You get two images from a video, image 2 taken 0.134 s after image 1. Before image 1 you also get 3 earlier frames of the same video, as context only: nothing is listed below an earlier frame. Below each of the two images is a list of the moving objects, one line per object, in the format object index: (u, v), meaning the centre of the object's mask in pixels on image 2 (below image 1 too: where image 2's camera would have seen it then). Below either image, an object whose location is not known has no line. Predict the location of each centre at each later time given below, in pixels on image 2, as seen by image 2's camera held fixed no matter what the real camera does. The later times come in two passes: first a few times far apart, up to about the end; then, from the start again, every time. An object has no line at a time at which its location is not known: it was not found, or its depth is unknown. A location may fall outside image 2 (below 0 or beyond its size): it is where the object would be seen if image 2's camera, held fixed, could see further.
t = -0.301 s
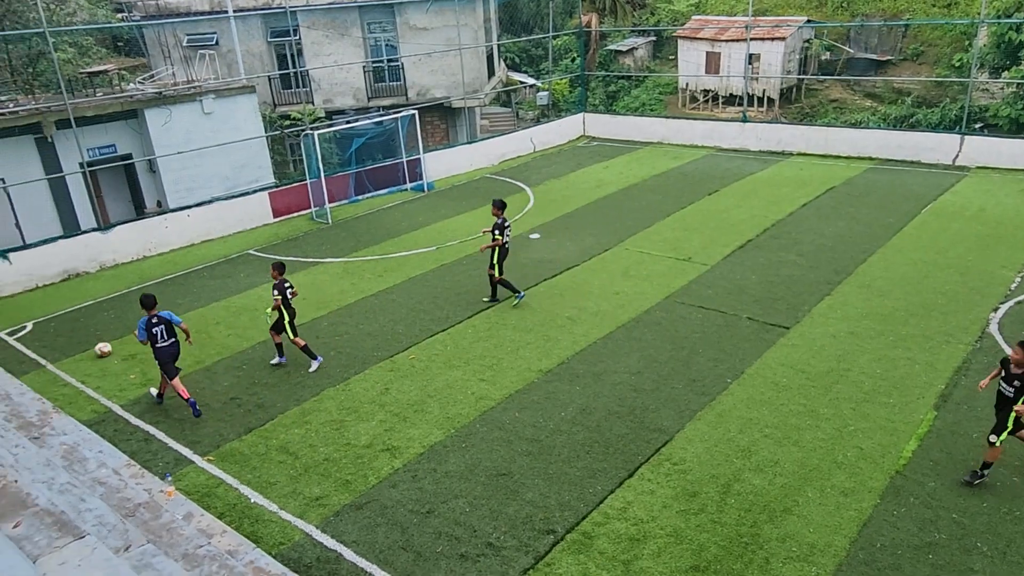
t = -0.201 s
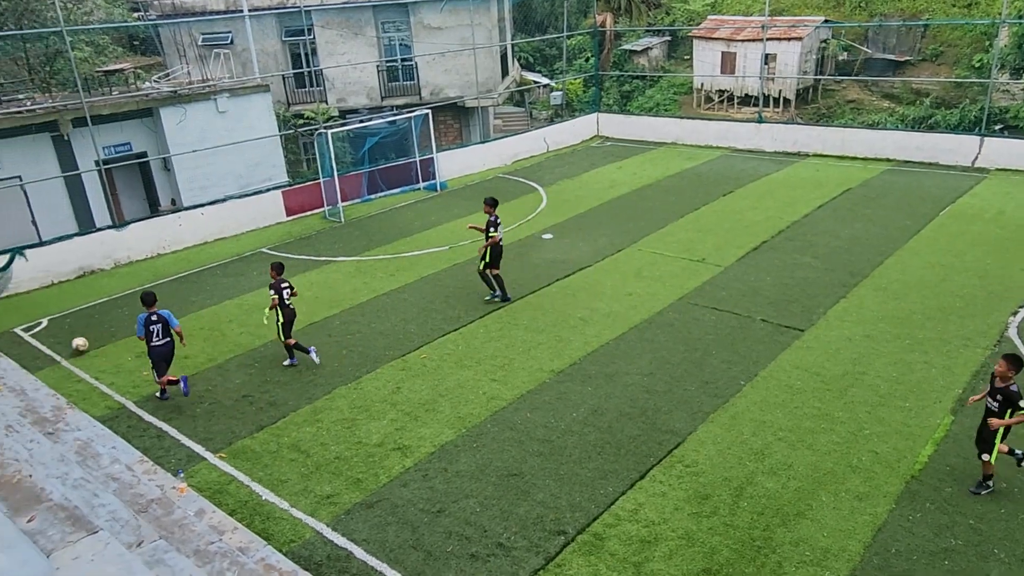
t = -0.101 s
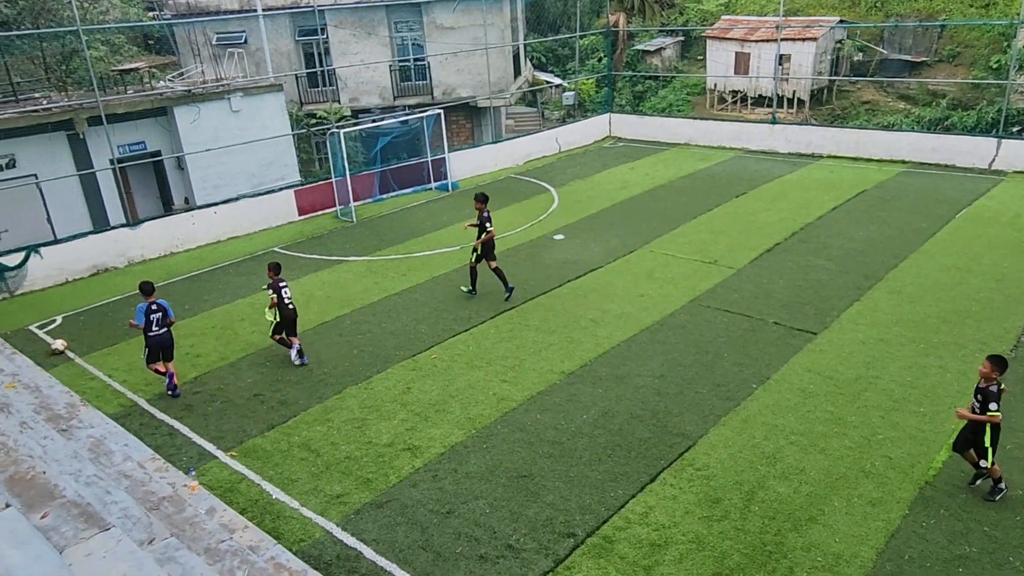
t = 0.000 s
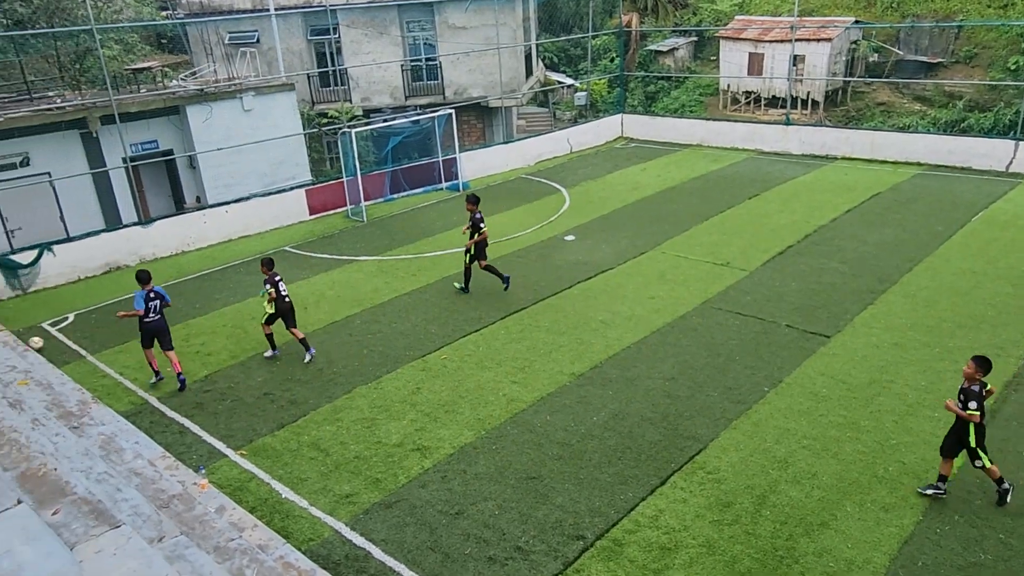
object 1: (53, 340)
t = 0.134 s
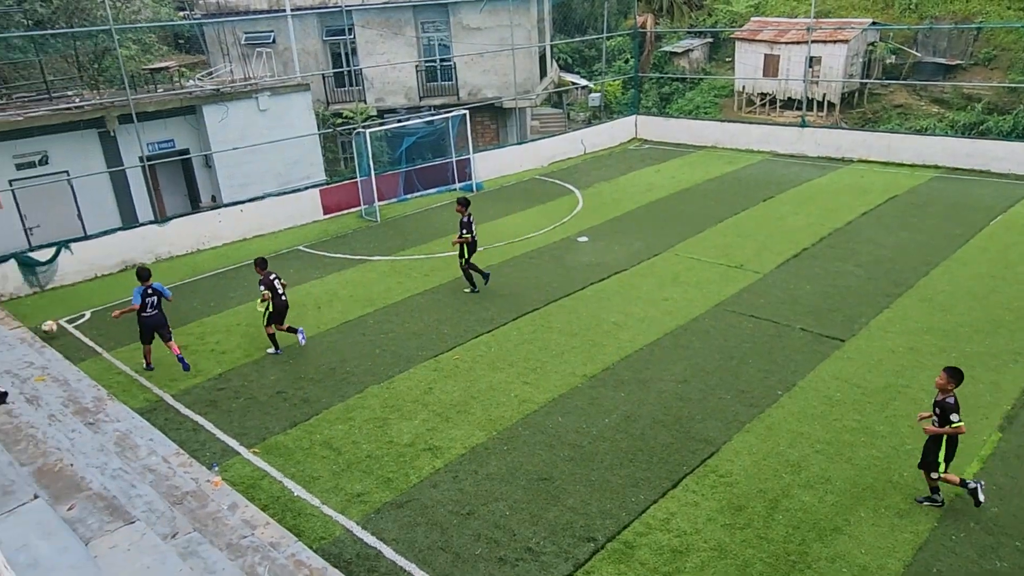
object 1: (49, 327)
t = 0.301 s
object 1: (68, 316)
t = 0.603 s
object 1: (66, 300)
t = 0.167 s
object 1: (52, 324)
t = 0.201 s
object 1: (56, 320)
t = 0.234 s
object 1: (60, 318)
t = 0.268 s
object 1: (64, 317)
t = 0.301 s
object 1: (68, 316)
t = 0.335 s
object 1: (68, 313)
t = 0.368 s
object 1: (67, 310)
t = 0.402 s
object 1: (67, 309)
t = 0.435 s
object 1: (67, 307)
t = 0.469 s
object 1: (67, 306)
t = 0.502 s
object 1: (67, 305)
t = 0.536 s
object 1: (67, 303)
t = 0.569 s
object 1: (66, 301)
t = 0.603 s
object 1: (66, 300)
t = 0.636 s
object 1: (65, 298)
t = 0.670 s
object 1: (65, 296)
